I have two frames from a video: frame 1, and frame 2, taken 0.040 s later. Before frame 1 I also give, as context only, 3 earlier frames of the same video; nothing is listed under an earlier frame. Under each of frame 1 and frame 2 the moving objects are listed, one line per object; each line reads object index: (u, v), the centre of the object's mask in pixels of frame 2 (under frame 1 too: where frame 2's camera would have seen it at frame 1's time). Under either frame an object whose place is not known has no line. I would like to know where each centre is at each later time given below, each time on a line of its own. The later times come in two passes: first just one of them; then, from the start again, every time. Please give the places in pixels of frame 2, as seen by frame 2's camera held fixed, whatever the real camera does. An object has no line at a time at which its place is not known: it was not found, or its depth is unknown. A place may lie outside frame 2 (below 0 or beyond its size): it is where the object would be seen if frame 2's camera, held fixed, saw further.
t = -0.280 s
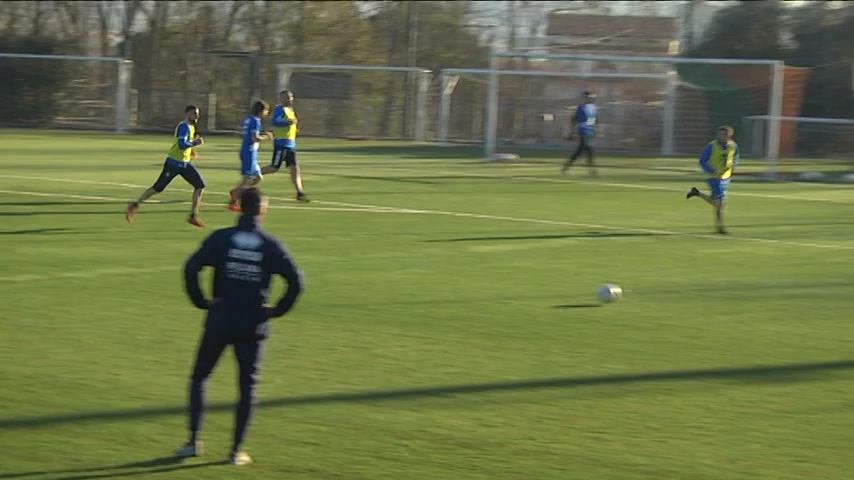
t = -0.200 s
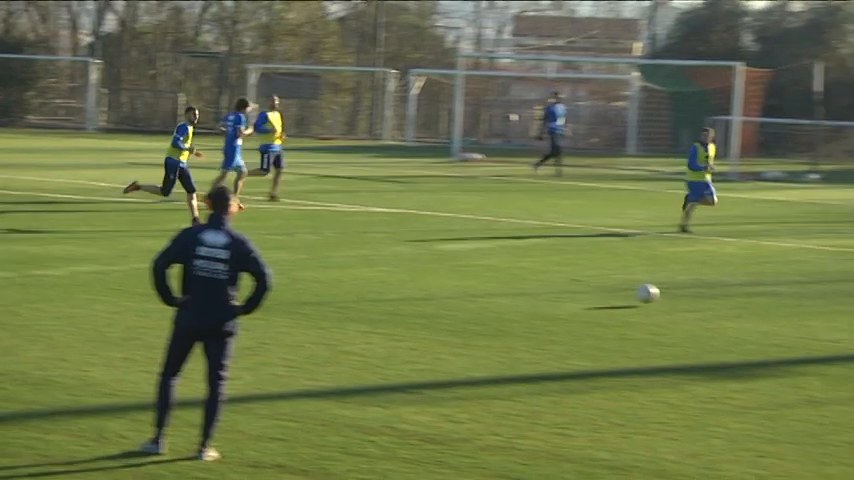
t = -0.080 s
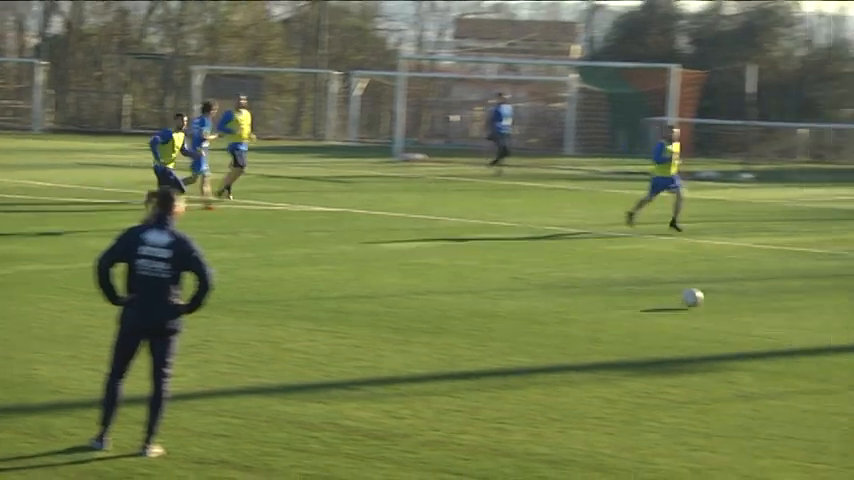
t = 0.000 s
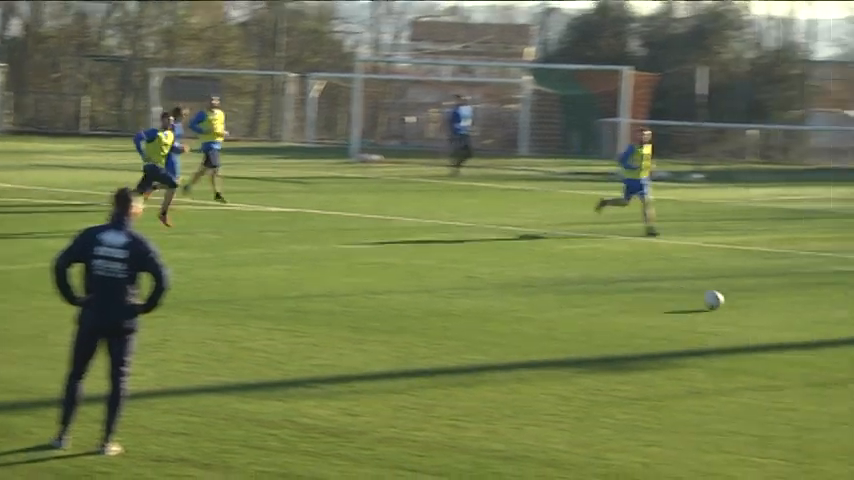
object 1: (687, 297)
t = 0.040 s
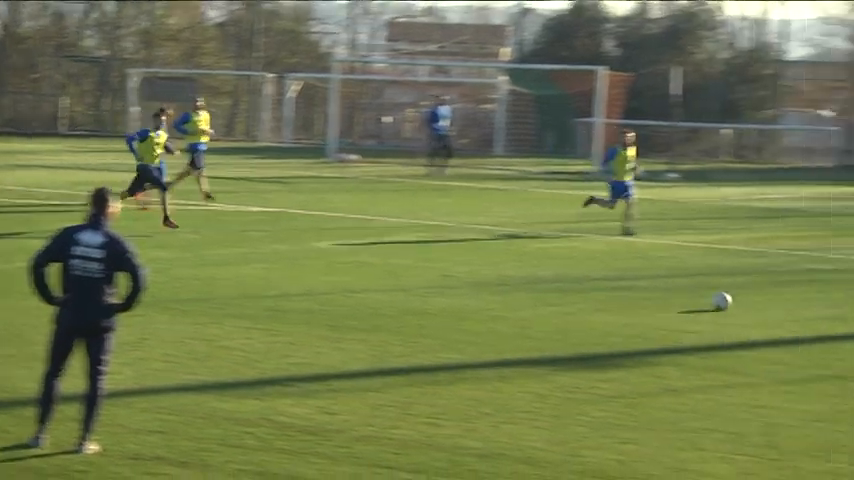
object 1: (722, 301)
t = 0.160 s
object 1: (824, 306)
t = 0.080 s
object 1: (756, 301)
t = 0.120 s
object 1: (791, 303)
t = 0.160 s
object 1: (824, 306)
